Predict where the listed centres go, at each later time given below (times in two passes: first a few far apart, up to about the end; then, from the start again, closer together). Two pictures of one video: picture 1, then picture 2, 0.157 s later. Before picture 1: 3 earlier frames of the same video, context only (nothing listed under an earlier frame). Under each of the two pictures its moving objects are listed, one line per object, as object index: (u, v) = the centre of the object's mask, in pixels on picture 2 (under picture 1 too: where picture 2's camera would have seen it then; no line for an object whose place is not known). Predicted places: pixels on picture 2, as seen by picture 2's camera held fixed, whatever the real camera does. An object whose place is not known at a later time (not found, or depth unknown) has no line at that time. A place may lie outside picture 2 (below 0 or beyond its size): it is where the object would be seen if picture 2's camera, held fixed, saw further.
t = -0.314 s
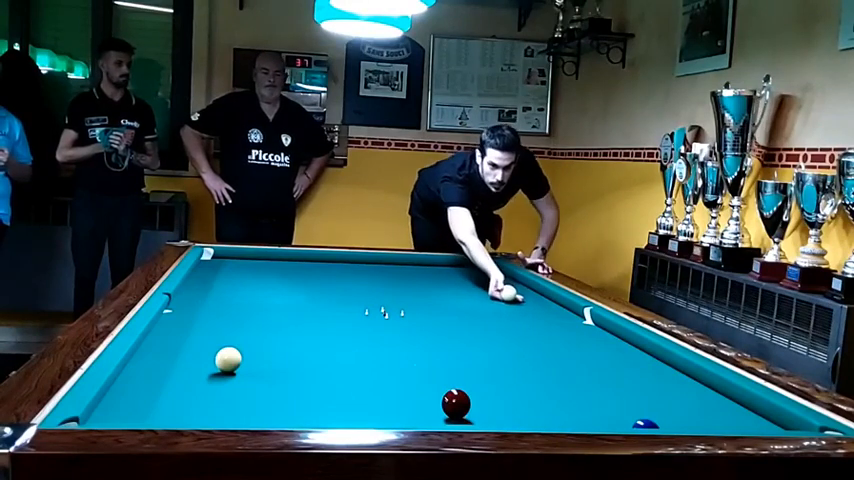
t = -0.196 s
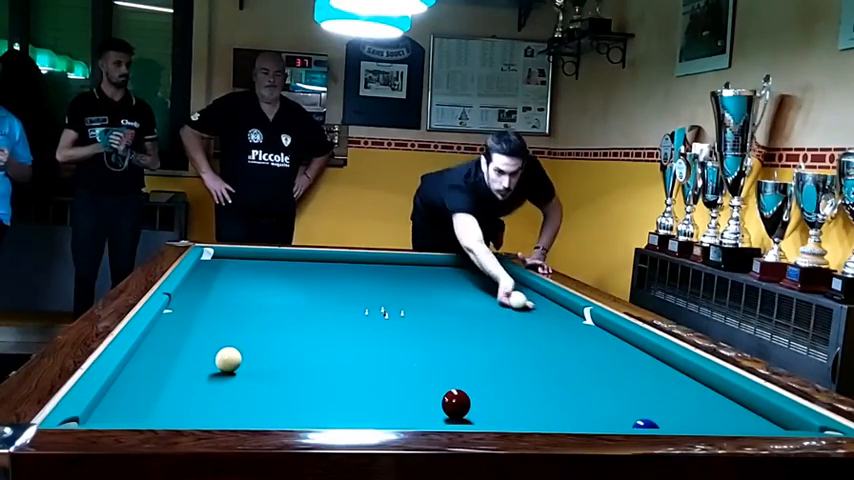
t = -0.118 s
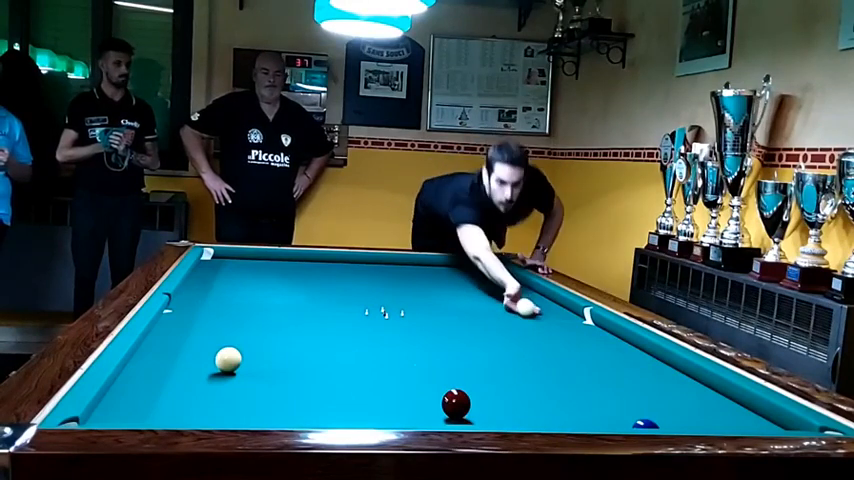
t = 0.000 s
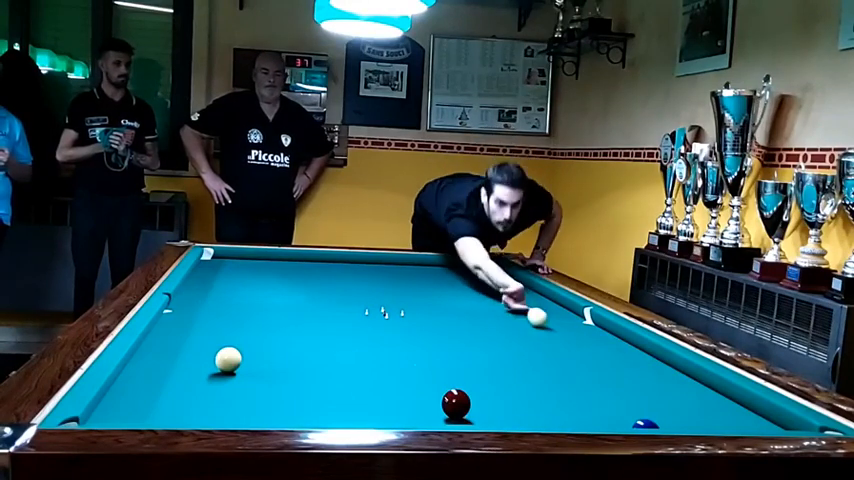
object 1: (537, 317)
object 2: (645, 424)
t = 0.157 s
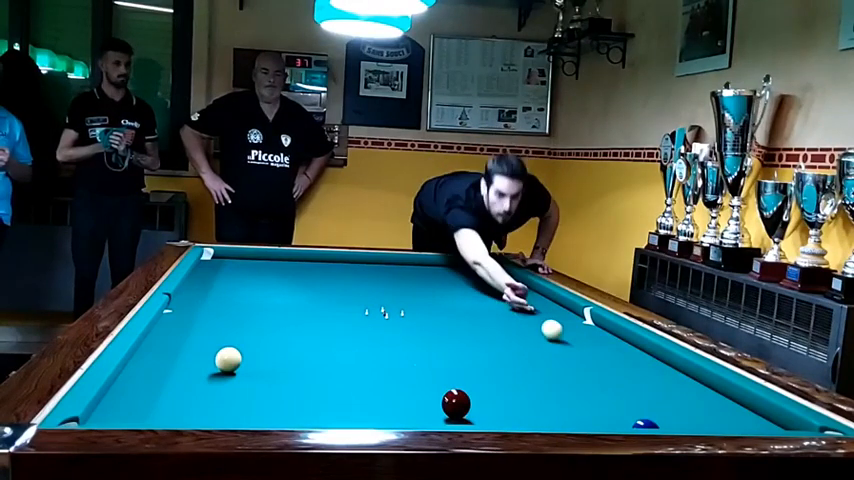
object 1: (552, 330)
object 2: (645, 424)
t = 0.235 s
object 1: (560, 337)
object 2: (645, 424)
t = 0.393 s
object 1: (577, 352)
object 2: (645, 424)
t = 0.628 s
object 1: (611, 380)
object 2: (645, 424)
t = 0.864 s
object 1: (654, 413)
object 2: (645, 424)
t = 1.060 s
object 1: (677, 419)
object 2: (615, 426)
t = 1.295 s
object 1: (662, 402)
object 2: (574, 423)
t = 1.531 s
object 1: (649, 384)
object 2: (535, 420)
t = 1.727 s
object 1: (640, 371)
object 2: (503, 419)
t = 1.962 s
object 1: (631, 358)
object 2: (466, 416)
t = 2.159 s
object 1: (624, 348)
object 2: (440, 415)
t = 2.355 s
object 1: (618, 340)
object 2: (412, 413)
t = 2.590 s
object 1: (610, 331)
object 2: (382, 411)
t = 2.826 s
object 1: (591, 323)
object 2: (354, 409)
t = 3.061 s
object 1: (574, 316)
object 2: (327, 406)
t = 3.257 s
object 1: (561, 310)
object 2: (307, 404)
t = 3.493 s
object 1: (546, 304)
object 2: (284, 401)
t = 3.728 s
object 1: (533, 299)
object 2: (262, 399)
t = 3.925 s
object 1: (523, 295)
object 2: (245, 397)
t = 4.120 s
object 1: (514, 291)
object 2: (229, 395)
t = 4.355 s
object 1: (505, 287)
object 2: (212, 393)
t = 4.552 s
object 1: (497, 284)
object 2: (199, 392)
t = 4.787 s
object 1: (488, 280)
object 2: (185, 390)
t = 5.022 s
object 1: (481, 277)
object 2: (172, 388)
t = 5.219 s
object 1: (475, 274)
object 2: (162, 387)
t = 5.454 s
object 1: (468, 272)
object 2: (152, 386)
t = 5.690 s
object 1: (462, 269)
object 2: (144, 384)
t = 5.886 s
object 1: (458, 268)
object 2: (138, 383)
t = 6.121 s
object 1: (453, 265)
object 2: (132, 383)
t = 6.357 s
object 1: (449, 263)
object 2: (127, 382)
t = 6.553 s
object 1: (445, 262)
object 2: (126, 382)
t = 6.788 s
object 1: (444, 262)
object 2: (128, 381)
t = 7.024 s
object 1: (445, 263)
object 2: (129, 381)
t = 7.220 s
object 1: (445, 263)
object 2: (129, 381)
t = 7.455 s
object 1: (445, 265)
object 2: (128, 381)
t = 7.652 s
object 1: (445, 265)
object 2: (128, 381)
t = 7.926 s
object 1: (445, 266)
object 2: (129, 382)
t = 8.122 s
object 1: (445, 266)
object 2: (129, 381)
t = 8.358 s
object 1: (445, 267)
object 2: (128, 381)
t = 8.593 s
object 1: (445, 267)
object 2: (128, 381)
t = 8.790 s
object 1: (445, 267)
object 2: (128, 381)
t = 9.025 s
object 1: (445, 268)
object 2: (128, 381)
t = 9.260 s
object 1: (444, 268)
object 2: (128, 381)
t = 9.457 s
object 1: (444, 268)
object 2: (128, 381)
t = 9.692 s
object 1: (444, 268)
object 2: (128, 381)
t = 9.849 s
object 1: (444, 268)
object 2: (128, 381)
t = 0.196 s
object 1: (555, 333)
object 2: (645, 424)
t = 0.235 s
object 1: (560, 337)
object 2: (645, 424)
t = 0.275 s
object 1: (563, 340)
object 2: (645, 424)
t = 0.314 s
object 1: (568, 344)
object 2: (645, 424)
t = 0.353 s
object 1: (573, 348)
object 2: (645, 424)
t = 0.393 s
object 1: (577, 352)
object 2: (645, 424)
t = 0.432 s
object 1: (583, 356)
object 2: (645, 424)
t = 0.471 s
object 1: (588, 361)
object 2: (645, 424)
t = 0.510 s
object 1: (593, 366)
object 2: (645, 424)
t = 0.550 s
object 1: (598, 370)
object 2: (645, 424)
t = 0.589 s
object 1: (605, 375)
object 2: (645, 424)
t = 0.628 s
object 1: (611, 380)
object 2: (645, 424)
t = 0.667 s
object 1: (617, 386)
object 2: (645, 424)
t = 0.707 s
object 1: (624, 392)
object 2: (645, 424)
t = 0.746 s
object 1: (631, 398)
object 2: (645, 424)
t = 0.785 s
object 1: (638, 403)
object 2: (649, 424)
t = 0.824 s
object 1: (646, 408)
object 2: (646, 424)
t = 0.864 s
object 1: (654, 413)
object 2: (645, 424)
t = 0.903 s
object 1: (663, 418)
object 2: (644, 424)
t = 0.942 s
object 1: (675, 423)
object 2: (638, 424)
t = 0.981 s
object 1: (684, 424)
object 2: (630, 425)
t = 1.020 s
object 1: (680, 422)
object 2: (622, 426)
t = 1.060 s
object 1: (677, 419)
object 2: (615, 426)
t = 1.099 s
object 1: (674, 417)
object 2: (608, 425)
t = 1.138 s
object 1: (672, 414)
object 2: (601, 425)
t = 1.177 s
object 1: (669, 412)
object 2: (594, 424)
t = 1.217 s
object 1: (667, 409)
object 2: (587, 424)
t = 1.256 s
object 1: (664, 405)
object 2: (580, 423)
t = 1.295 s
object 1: (662, 402)
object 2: (574, 423)
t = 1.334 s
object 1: (659, 399)
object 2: (567, 422)
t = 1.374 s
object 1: (657, 396)
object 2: (560, 422)
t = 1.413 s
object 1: (655, 392)
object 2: (554, 422)
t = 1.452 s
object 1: (653, 389)
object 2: (547, 421)
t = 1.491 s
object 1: (651, 386)
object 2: (541, 421)
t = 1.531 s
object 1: (649, 384)
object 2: (535, 420)
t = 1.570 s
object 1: (647, 381)
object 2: (527, 420)
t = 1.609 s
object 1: (645, 379)
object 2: (521, 420)
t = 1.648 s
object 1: (644, 376)
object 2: (515, 420)
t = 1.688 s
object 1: (642, 374)
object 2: (509, 419)
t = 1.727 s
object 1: (640, 371)
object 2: (503, 419)
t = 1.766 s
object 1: (638, 369)
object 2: (496, 418)
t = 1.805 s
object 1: (637, 367)
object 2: (490, 418)
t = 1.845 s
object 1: (635, 364)
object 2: (485, 417)
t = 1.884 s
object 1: (634, 362)
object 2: (479, 417)
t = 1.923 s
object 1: (632, 360)
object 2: (473, 417)
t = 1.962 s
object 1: (631, 358)
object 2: (466, 416)
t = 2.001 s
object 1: (629, 356)
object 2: (461, 416)
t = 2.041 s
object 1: (628, 354)
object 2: (456, 414)
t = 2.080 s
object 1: (626, 352)
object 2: (451, 415)
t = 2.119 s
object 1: (625, 350)
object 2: (446, 415)
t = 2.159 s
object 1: (624, 348)
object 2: (440, 415)
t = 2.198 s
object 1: (622, 347)
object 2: (435, 414)
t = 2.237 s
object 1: (621, 345)
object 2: (428, 414)
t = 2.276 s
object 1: (620, 343)
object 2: (423, 413)
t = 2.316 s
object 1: (619, 341)
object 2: (418, 413)
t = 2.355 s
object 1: (618, 340)
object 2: (412, 413)
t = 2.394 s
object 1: (616, 338)
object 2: (408, 412)
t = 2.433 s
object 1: (615, 336)
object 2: (402, 412)
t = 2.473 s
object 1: (614, 335)
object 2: (397, 412)
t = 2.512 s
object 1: (613, 333)
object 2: (392, 411)
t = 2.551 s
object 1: (612, 332)
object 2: (387, 411)
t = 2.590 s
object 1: (610, 331)
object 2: (382, 411)
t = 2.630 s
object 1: (606, 329)
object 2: (377, 410)
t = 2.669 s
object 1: (603, 328)
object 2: (372, 410)
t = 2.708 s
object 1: (600, 326)
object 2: (368, 410)
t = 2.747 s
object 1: (597, 325)
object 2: (363, 409)
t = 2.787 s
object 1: (594, 324)
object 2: (358, 409)
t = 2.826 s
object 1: (591, 323)
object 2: (354, 409)
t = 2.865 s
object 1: (587, 322)
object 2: (349, 408)
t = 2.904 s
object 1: (585, 320)
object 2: (345, 408)
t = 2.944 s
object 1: (582, 319)
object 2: (340, 407)
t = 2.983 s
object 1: (579, 318)
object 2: (336, 407)
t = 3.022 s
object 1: (576, 317)
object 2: (332, 407)
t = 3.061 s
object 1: (574, 316)
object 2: (327, 406)
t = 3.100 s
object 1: (571, 314)
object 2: (323, 405)
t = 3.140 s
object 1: (568, 313)
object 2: (319, 405)
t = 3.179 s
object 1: (566, 312)
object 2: (315, 405)
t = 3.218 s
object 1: (563, 311)
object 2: (311, 404)
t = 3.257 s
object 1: (561, 310)
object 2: (307, 404)
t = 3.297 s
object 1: (558, 309)
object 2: (303, 403)
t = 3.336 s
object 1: (556, 308)
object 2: (299, 403)
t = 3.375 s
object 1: (553, 307)
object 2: (295, 403)
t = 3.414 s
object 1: (551, 306)
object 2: (291, 402)
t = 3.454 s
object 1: (549, 305)
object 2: (288, 402)
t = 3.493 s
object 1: (546, 304)
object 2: (284, 401)
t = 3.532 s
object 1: (544, 303)
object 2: (280, 401)
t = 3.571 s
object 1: (542, 302)
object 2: (276, 400)
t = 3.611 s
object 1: (540, 301)
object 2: (273, 400)
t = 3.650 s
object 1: (538, 300)
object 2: (269, 399)
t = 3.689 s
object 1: (536, 300)
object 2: (266, 399)
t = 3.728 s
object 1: (533, 299)
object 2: (262, 399)
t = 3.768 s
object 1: (531, 298)
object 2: (259, 398)
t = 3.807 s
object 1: (529, 297)
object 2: (255, 398)
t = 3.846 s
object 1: (527, 296)
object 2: (252, 398)
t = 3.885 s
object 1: (525, 296)
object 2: (248, 397)
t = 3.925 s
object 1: (523, 295)
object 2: (245, 397)
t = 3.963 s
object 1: (522, 294)
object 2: (242, 397)
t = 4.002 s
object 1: (520, 293)
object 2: (239, 396)
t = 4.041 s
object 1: (518, 292)
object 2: (236, 396)
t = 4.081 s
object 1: (516, 292)
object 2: (233, 395)
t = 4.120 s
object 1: (514, 291)
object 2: (229, 395)
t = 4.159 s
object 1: (512, 290)
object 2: (227, 395)
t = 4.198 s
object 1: (511, 289)
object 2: (223, 394)
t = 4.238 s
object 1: (510, 289)
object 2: (220, 394)
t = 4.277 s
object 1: (508, 288)
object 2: (218, 394)
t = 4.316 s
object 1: (506, 287)
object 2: (215, 393)
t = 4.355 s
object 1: (505, 287)
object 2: (212, 393)
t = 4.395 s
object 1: (503, 286)
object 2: (210, 393)
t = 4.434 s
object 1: (501, 285)
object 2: (207, 392)
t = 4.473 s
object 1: (500, 285)
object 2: (204, 392)
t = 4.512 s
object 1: (498, 284)
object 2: (202, 392)
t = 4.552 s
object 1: (497, 284)
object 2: (199, 392)
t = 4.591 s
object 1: (495, 283)
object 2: (197, 391)
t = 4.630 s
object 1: (494, 282)
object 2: (194, 391)
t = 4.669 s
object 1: (493, 282)
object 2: (192, 390)
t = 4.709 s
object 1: (491, 281)
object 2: (189, 390)
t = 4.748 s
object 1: (490, 281)
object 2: (187, 390)
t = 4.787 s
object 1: (488, 280)
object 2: (185, 390)
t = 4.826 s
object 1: (487, 280)
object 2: (183, 389)
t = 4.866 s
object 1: (485, 279)
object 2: (180, 389)
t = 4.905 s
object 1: (484, 279)
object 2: (178, 389)
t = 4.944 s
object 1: (483, 278)
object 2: (176, 389)
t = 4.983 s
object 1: (482, 277)
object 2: (174, 389)
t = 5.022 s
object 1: (481, 277)
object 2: (172, 388)
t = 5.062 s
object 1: (479, 276)
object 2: (170, 388)
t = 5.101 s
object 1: (478, 276)
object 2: (168, 387)
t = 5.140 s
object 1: (477, 275)
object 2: (166, 387)
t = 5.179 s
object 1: (476, 275)
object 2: (164, 387)
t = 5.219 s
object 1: (475, 274)
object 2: (162, 387)
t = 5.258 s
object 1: (474, 274)
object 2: (161, 387)
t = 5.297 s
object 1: (472, 274)
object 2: (159, 386)
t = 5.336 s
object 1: (471, 273)
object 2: (157, 386)
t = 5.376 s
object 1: (470, 273)
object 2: (155, 386)
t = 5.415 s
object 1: (469, 272)
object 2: (154, 386)
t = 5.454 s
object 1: (468, 272)
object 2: (152, 386)
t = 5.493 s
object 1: (467, 271)
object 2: (151, 385)
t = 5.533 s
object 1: (466, 271)
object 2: (149, 385)
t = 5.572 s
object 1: (465, 270)
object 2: (148, 385)
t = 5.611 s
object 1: (464, 270)
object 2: (146, 385)
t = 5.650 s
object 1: (463, 270)
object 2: (145, 385)
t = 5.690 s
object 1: (462, 269)
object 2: (144, 384)
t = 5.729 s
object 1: (461, 269)
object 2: (142, 384)
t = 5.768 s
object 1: (460, 268)
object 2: (141, 384)
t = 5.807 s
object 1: (459, 268)
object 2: (140, 384)
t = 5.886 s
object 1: (458, 268)
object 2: (138, 383)
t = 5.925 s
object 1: (458, 267)
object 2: (137, 383)
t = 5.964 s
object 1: (457, 267)
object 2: (136, 383)
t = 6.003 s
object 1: (456, 267)
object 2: (135, 383)
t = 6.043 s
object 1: (455, 266)
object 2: (134, 383)
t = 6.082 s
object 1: (454, 266)
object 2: (133, 383)
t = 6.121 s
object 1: (453, 265)
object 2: (132, 383)
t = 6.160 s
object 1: (453, 265)
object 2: (131, 382)
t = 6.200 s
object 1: (452, 265)
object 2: (130, 382)
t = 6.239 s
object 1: (451, 264)
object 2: (129, 382)
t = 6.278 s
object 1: (450, 264)
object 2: (129, 382)
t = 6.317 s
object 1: (449, 263)
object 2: (128, 382)
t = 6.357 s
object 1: (449, 263)
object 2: (127, 382)
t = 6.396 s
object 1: (448, 263)
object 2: (127, 382)
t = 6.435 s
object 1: (447, 263)
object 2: (126, 382)
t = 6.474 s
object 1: (447, 262)
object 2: (126, 382)
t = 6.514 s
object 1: (446, 262)
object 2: (126, 382)
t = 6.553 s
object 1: (445, 262)
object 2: (126, 382)
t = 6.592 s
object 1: (444, 261)
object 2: (126, 382)
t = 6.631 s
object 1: (444, 262)
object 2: (127, 381)
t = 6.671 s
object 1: (444, 262)
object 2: (127, 381)
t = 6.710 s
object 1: (445, 262)
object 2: (127, 381)
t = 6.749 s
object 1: (444, 262)
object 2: (128, 381)
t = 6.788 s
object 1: (444, 262)
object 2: (128, 381)
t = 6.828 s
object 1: (444, 262)
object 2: (128, 381)
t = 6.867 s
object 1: (444, 262)
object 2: (128, 381)
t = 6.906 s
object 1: (444, 262)
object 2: (129, 381)
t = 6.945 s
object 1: (445, 262)
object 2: (129, 381)
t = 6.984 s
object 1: (444, 263)
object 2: (129, 381)
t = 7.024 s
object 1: (445, 263)
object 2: (129, 381)
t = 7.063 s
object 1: (444, 263)
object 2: (129, 381)
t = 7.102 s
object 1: (444, 263)
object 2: (129, 381)
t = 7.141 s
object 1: (444, 263)
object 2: (129, 381)
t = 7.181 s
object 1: (445, 263)
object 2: (129, 381)
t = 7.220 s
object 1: (445, 263)
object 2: (129, 381)
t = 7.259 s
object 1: (444, 264)
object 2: (128, 381)
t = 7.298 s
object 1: (444, 264)
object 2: (128, 381)
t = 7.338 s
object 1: (445, 264)
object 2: (128, 381)
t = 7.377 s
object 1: (445, 264)
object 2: (128, 381)
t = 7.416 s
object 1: (445, 264)
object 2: (128, 381)
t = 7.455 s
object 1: (445, 265)
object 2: (128, 381)
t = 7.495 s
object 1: (445, 265)
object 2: (128, 381)
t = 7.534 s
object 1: (445, 265)
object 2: (128, 381)
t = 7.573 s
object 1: (445, 265)
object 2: (128, 381)
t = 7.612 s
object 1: (445, 265)
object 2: (128, 381)
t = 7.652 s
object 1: (445, 265)
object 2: (128, 381)
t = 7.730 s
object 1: (445, 265)
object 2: (129, 381)
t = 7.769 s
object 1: (445, 265)
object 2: (128, 381)
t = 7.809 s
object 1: (445, 266)
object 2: (129, 381)
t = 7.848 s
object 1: (445, 266)
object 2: (128, 382)
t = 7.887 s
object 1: (445, 266)
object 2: (128, 381)
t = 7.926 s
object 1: (445, 266)
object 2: (129, 382)
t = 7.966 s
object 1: (445, 266)
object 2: (129, 381)
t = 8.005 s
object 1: (445, 266)
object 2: (129, 381)
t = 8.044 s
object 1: (445, 266)
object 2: (129, 381)
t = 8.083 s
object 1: (445, 266)
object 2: (129, 381)
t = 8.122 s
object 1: (445, 266)
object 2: (129, 381)
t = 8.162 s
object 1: (445, 266)
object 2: (129, 381)
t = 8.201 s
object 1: (445, 266)
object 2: (129, 381)
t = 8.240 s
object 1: (445, 267)
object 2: (129, 381)
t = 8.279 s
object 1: (445, 267)
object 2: (129, 381)
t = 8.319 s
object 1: (445, 267)
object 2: (129, 381)
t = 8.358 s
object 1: (445, 267)
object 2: (128, 381)
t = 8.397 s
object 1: (445, 267)
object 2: (128, 381)
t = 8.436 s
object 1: (445, 267)
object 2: (128, 381)
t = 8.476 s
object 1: (445, 267)
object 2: (128, 381)
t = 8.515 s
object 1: (445, 267)
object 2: (128, 381)
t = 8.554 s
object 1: (445, 267)
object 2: (128, 381)
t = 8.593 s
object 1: (445, 267)
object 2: (128, 381)
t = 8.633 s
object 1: (445, 267)
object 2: (128, 381)
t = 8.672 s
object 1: (445, 267)
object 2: (128, 381)
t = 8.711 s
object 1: (445, 268)
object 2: (128, 381)
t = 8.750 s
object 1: (445, 268)
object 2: (128, 381)
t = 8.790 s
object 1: (445, 267)
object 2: (128, 381)
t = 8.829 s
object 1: (445, 268)
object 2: (128, 381)
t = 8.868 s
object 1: (445, 268)
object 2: (128, 381)
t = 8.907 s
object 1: (445, 268)
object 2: (128, 381)
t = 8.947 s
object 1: (445, 268)
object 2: (128, 381)
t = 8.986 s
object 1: (445, 268)
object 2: (128, 381)
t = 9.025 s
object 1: (445, 268)
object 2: (128, 381)
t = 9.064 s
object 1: (445, 268)
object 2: (128, 381)
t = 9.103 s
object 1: (445, 268)
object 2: (128, 381)
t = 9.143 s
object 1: (444, 268)
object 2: (128, 381)
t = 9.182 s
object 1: (444, 268)
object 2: (128, 381)
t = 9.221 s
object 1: (444, 268)
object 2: (128, 381)
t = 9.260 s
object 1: (444, 268)
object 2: (128, 381)
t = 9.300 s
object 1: (444, 268)
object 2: (128, 381)
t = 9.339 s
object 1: (444, 268)
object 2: (128, 381)
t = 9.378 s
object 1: (444, 268)
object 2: (128, 381)
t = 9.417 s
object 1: (444, 268)
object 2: (128, 381)
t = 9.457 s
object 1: (444, 268)
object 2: (128, 381)
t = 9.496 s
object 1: (444, 268)
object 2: (128, 381)
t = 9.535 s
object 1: (444, 268)
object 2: (128, 381)
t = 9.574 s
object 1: (444, 268)
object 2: (128, 381)
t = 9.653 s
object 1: (444, 268)
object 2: (128, 381)
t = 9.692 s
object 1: (444, 268)
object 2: (128, 381)
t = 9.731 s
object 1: (444, 268)
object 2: (128, 381)
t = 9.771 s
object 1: (444, 268)
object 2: (128, 381)
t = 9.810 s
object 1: (444, 268)
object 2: (128, 381)
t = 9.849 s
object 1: (444, 268)
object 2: (128, 381)
